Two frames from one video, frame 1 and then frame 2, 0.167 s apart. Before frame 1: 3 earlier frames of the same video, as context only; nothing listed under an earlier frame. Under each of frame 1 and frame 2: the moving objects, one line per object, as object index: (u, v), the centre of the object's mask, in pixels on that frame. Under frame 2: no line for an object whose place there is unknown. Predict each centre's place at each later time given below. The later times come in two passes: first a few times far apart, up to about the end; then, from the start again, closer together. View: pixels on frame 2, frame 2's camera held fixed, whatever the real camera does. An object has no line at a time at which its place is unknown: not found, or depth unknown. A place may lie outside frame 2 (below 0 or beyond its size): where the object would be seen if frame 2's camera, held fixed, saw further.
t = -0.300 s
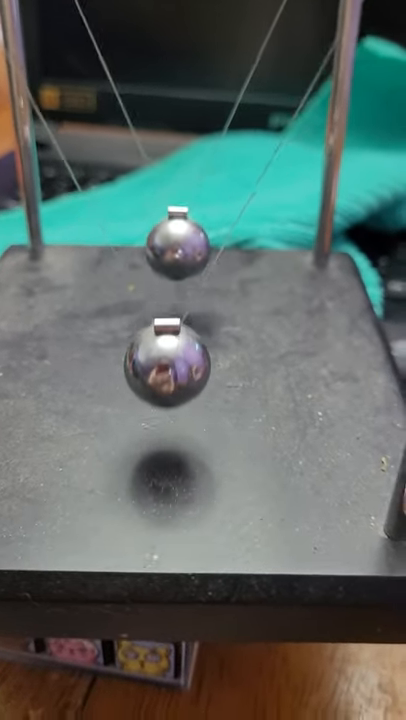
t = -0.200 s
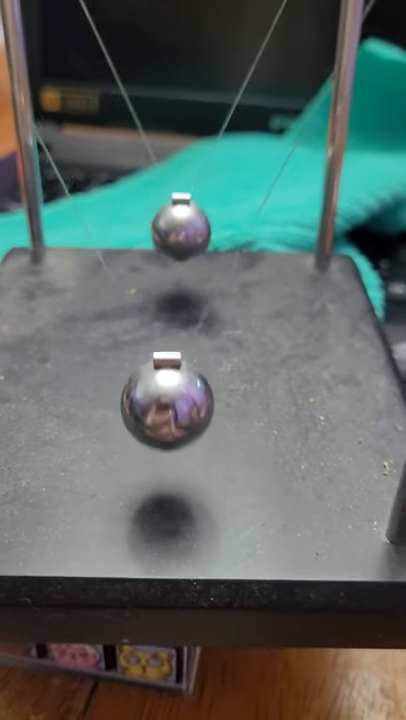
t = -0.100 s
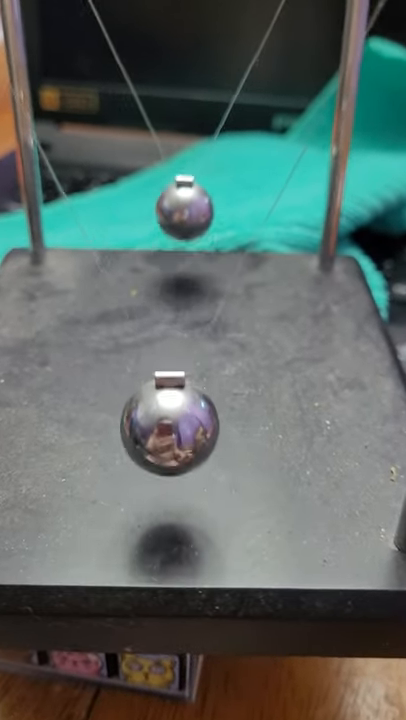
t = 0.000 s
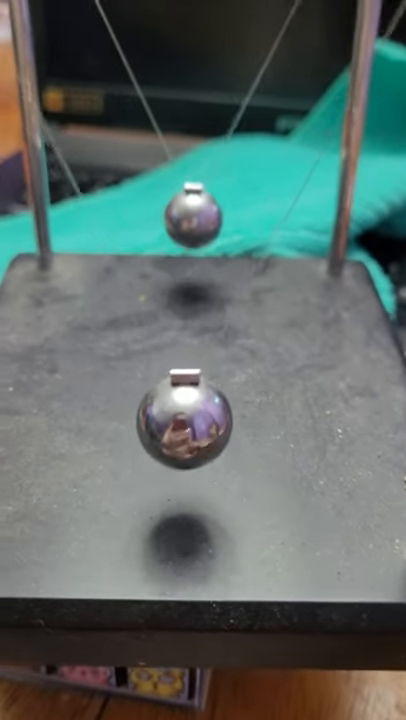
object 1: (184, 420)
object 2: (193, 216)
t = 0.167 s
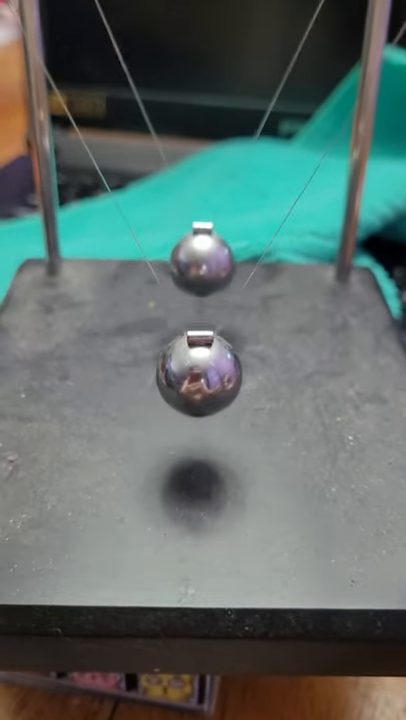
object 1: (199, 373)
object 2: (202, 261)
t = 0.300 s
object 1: (198, 378)
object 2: (202, 268)
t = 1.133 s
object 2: (202, 228)
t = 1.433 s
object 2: (202, 259)
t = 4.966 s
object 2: (202, 227)
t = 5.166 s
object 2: (201, 236)
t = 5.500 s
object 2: (201, 252)
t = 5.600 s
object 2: (201, 228)
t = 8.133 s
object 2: (201, 232)
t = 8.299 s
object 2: (201, 225)
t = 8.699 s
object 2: (201, 249)
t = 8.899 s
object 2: (201, 220)
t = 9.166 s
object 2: (201, 268)
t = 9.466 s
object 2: (201, 222)
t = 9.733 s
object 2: (202, 260)
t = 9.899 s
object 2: (201, 264)
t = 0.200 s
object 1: (199, 369)
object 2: (202, 266)
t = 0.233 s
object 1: (199, 368)
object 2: (201, 269)
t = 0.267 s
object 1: (198, 372)
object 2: (201, 269)
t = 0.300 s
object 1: (198, 378)
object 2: (202, 268)
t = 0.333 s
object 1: (198, 388)
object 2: (202, 265)
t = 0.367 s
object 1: (198, 401)
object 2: (201, 259)
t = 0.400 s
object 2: (201, 252)
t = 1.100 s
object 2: (202, 235)
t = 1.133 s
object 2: (202, 228)
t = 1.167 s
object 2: (202, 222)
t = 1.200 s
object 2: (202, 219)
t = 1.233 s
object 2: (202, 219)
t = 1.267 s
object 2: (202, 221)
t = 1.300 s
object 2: (201, 227)
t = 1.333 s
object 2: (201, 235)
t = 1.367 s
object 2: (201, 243)
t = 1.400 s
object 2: (201, 252)
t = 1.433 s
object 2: (202, 259)
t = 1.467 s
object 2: (201, 264)
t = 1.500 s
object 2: (201, 268)
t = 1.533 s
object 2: (201, 269)
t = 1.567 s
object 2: (201, 268)
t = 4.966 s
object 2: (202, 227)
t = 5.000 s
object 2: (201, 222)
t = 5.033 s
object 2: (202, 219)
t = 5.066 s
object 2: (202, 220)
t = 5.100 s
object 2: (202, 223)
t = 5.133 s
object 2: (201, 229)
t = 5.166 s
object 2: (201, 236)
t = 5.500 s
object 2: (201, 252)
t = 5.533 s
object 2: (201, 243)
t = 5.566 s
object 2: (201, 235)
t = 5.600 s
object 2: (201, 228)
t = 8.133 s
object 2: (201, 232)
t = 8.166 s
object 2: (201, 225)
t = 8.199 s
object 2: (202, 221)
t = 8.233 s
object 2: (202, 219)
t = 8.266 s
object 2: (201, 221)
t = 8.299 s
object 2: (201, 225)
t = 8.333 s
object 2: (201, 232)
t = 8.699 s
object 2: (201, 249)
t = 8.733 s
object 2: (201, 241)
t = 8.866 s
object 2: (202, 220)
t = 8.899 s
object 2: (201, 220)
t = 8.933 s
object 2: (202, 224)
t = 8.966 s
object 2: (202, 231)
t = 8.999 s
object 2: (202, 239)
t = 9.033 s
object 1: (199, 381)
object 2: (201, 247)
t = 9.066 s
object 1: (199, 374)
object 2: (201, 255)
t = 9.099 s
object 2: (202, 261)
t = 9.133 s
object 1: (199, 370)
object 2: (201, 265)
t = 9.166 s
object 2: (201, 268)
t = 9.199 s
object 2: (201, 268)
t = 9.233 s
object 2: (201, 267)
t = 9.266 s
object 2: (202, 263)
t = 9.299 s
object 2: (202, 258)
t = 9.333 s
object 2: (201, 250)
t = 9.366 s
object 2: (201, 242)
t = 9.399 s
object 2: (201, 234)
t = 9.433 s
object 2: (201, 227)
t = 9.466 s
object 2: (201, 222)
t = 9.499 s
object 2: (201, 219)
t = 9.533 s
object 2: (201, 220)
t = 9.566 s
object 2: (201, 223)
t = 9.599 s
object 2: (201, 230)
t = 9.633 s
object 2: (201, 237)
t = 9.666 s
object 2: (202, 245)
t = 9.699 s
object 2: (202, 254)
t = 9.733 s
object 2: (202, 260)
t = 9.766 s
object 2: (201, 265)
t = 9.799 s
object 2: (201, 268)
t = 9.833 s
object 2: (201, 268)
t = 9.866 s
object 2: (201, 267)
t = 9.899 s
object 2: (201, 264)
